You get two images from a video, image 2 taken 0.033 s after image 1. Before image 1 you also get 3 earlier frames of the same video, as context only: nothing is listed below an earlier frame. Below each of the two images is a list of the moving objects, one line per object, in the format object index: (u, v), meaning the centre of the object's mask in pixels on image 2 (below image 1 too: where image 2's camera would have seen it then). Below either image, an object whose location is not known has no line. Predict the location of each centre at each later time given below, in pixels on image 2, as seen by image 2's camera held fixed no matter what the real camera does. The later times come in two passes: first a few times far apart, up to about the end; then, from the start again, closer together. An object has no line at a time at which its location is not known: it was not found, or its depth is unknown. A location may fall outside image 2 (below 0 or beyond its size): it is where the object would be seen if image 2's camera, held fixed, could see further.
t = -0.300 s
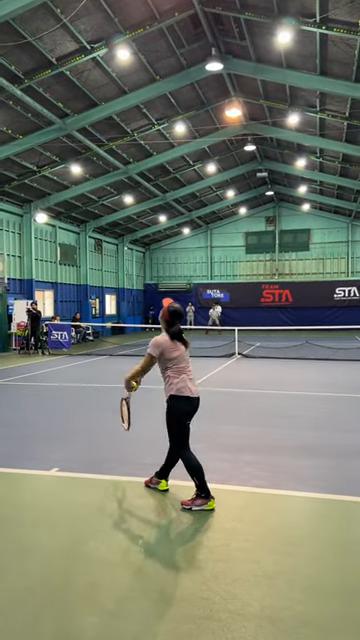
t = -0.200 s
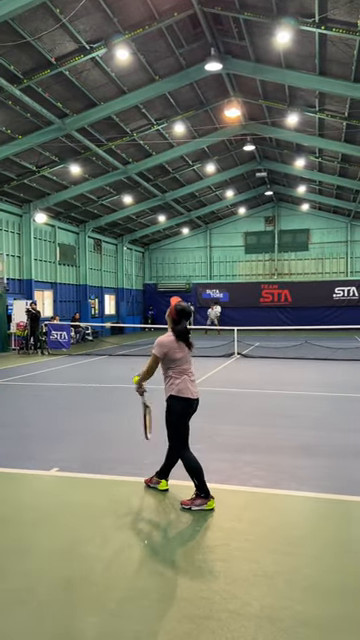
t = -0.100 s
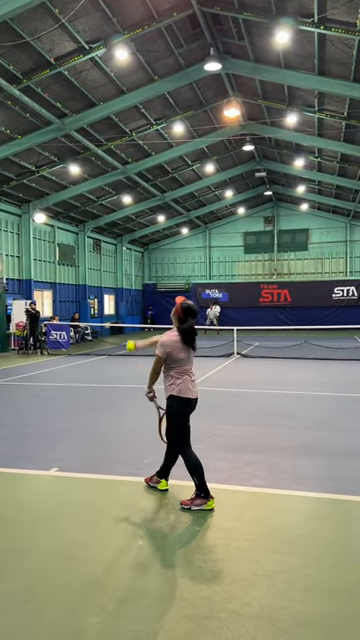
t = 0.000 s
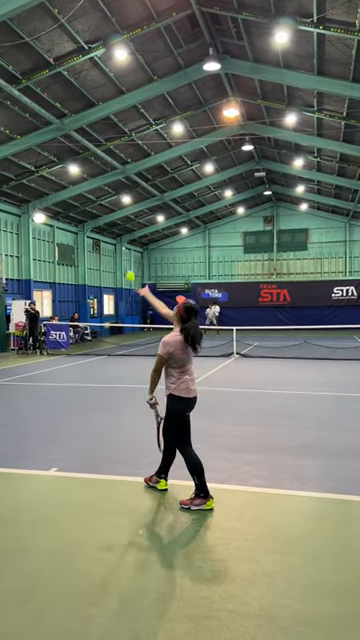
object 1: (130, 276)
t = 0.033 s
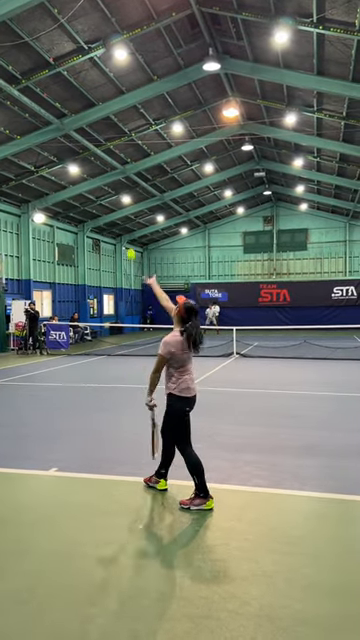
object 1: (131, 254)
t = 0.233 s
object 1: (136, 151)
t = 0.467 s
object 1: (143, 93)
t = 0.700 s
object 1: (152, 97)
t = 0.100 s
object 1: (132, 214)
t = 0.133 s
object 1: (133, 197)
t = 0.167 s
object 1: (134, 181)
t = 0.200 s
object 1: (135, 164)
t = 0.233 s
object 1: (136, 151)
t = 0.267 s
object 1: (137, 138)
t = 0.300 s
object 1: (138, 127)
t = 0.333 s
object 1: (139, 118)
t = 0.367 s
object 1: (140, 110)
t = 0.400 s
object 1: (141, 103)
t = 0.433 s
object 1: (142, 97)
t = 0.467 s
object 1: (143, 93)
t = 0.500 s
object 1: (145, 89)
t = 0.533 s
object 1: (145, 87)
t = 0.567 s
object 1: (146, 87)
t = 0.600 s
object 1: (148, 88)
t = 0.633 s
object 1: (149, 89)
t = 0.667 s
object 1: (150, 93)
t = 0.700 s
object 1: (152, 97)
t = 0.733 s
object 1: (153, 103)
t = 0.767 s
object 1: (154, 110)
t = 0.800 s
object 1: (155, 118)
